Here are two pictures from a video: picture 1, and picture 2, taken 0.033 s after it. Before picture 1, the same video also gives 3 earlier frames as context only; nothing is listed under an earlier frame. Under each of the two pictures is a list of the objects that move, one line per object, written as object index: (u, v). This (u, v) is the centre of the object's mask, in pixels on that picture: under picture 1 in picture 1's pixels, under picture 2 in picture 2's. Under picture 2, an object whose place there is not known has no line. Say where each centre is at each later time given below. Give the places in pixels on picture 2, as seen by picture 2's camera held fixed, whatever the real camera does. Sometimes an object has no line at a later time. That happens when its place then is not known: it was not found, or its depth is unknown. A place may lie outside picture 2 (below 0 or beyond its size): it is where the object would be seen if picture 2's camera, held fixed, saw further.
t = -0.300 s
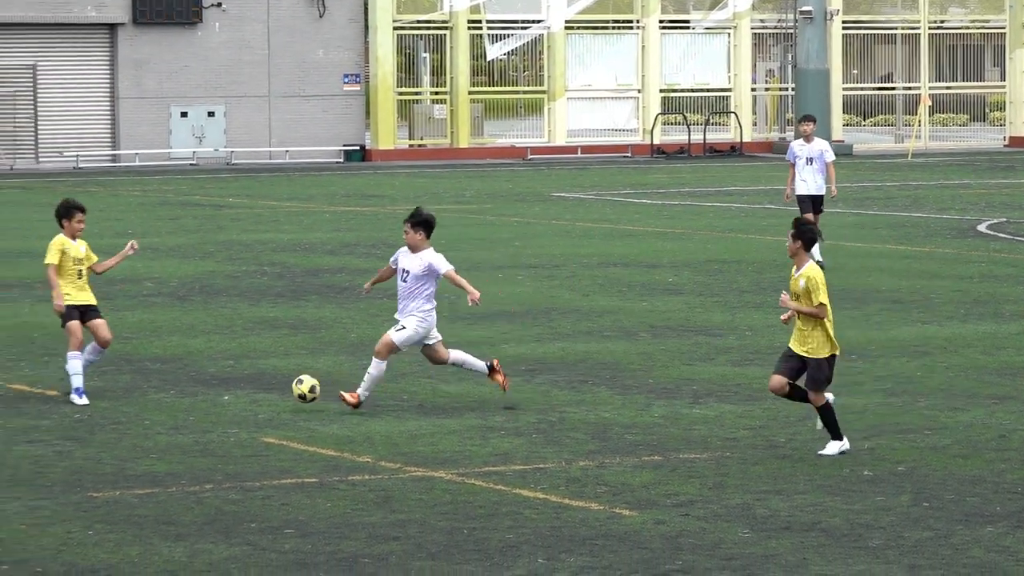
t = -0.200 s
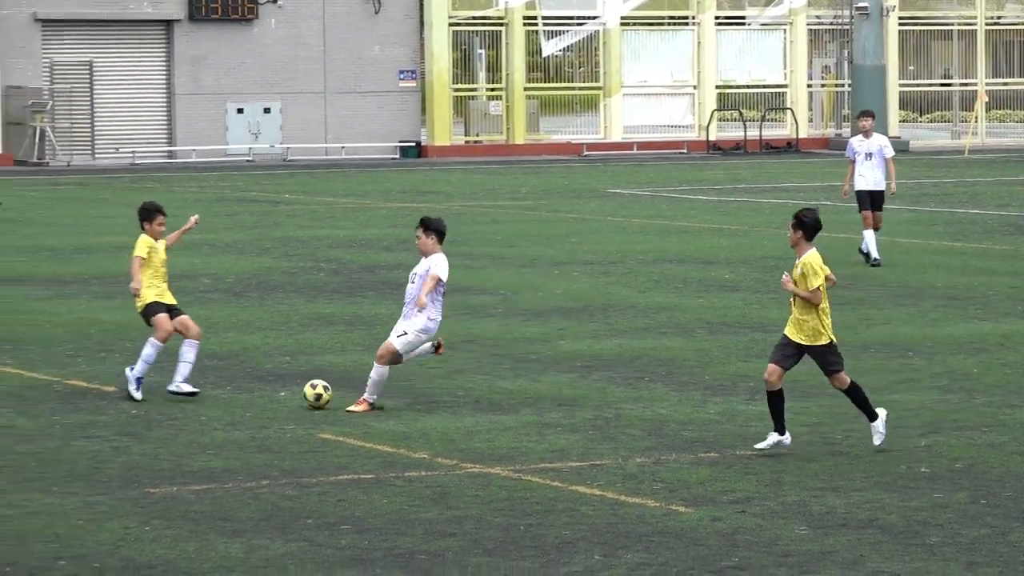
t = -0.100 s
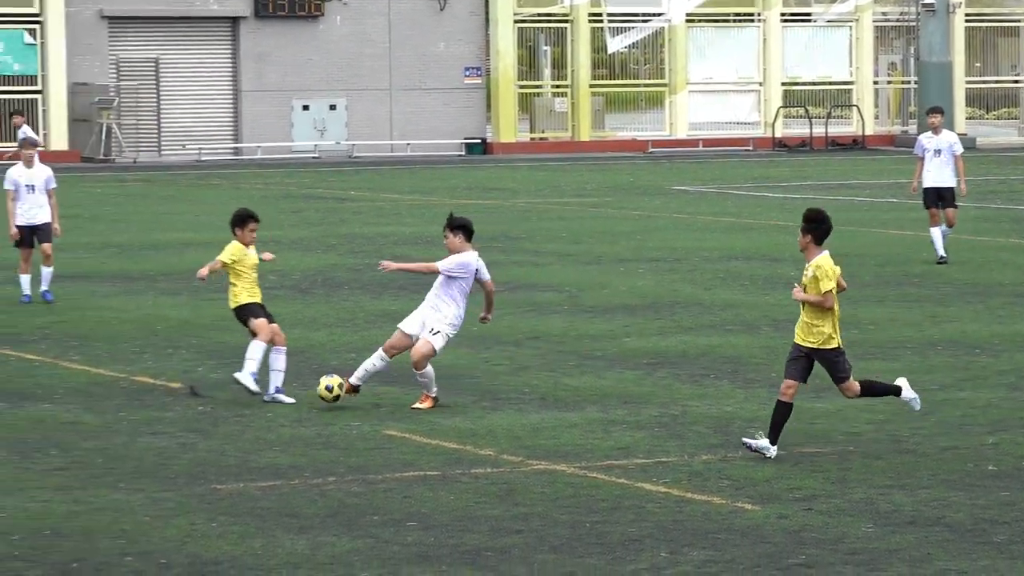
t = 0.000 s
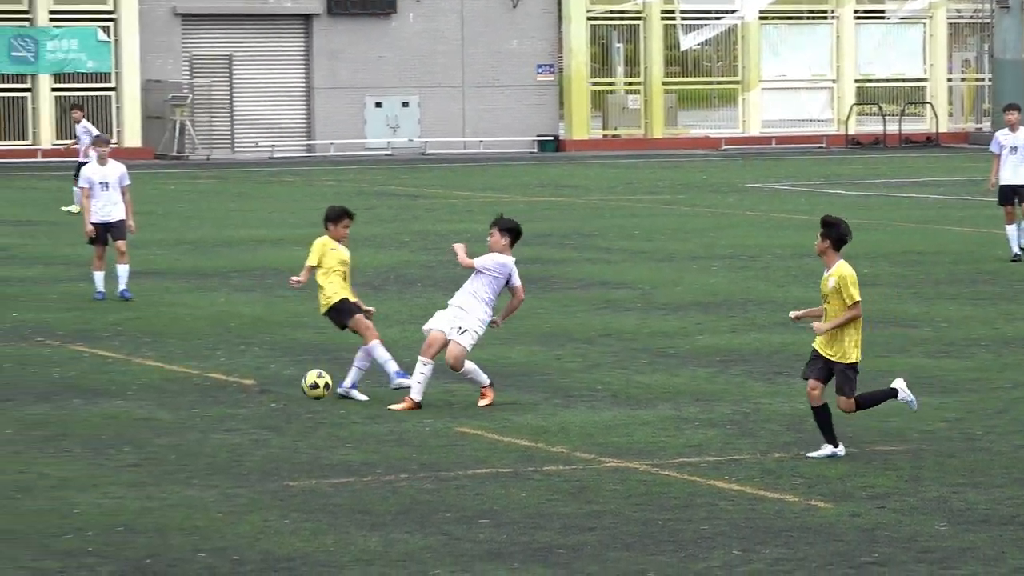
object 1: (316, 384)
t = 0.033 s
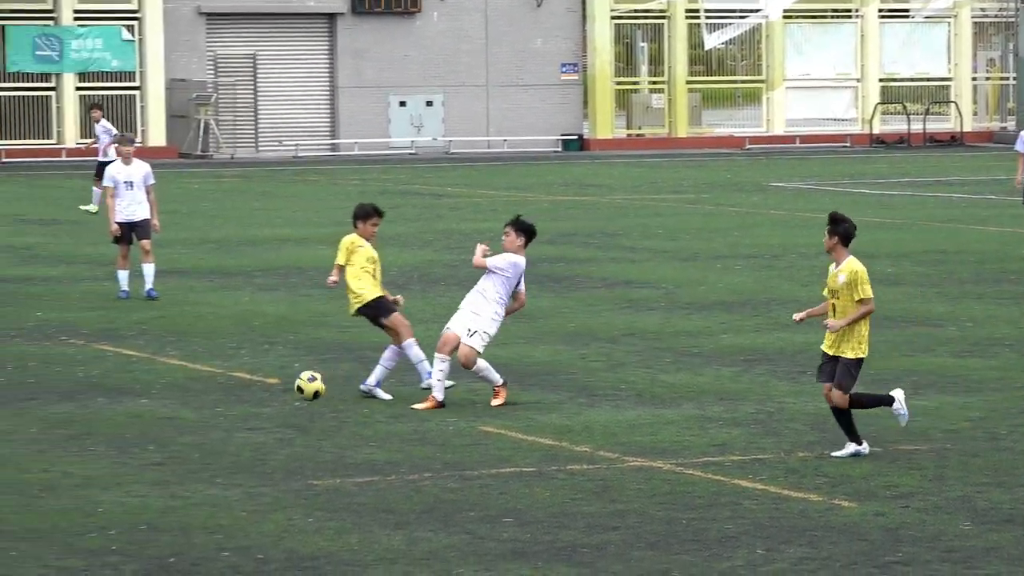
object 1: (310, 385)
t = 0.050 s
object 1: (294, 388)
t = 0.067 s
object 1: (278, 390)
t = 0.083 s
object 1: (262, 393)
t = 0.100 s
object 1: (246, 395)
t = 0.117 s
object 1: (229, 400)
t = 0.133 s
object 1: (212, 404)
